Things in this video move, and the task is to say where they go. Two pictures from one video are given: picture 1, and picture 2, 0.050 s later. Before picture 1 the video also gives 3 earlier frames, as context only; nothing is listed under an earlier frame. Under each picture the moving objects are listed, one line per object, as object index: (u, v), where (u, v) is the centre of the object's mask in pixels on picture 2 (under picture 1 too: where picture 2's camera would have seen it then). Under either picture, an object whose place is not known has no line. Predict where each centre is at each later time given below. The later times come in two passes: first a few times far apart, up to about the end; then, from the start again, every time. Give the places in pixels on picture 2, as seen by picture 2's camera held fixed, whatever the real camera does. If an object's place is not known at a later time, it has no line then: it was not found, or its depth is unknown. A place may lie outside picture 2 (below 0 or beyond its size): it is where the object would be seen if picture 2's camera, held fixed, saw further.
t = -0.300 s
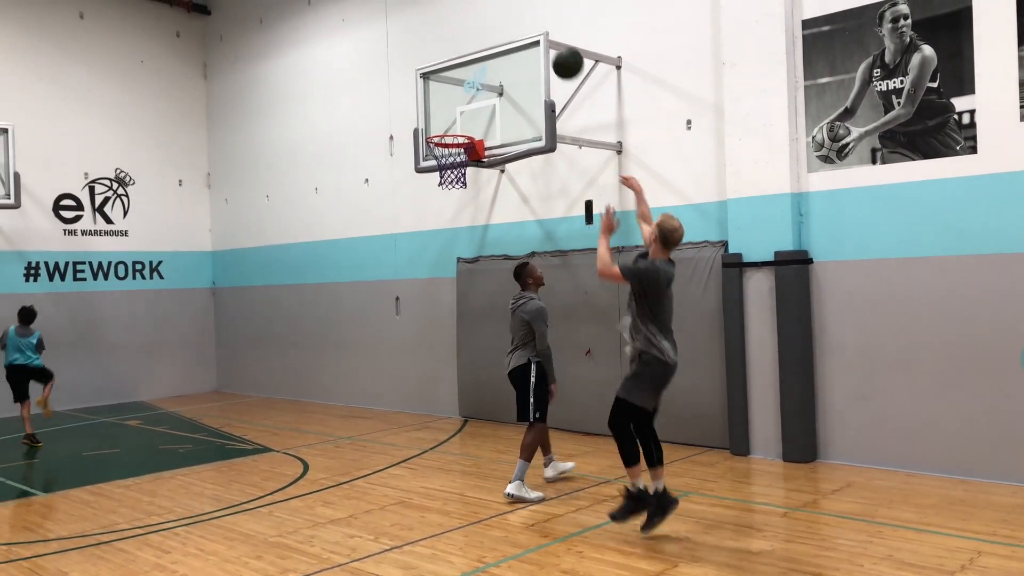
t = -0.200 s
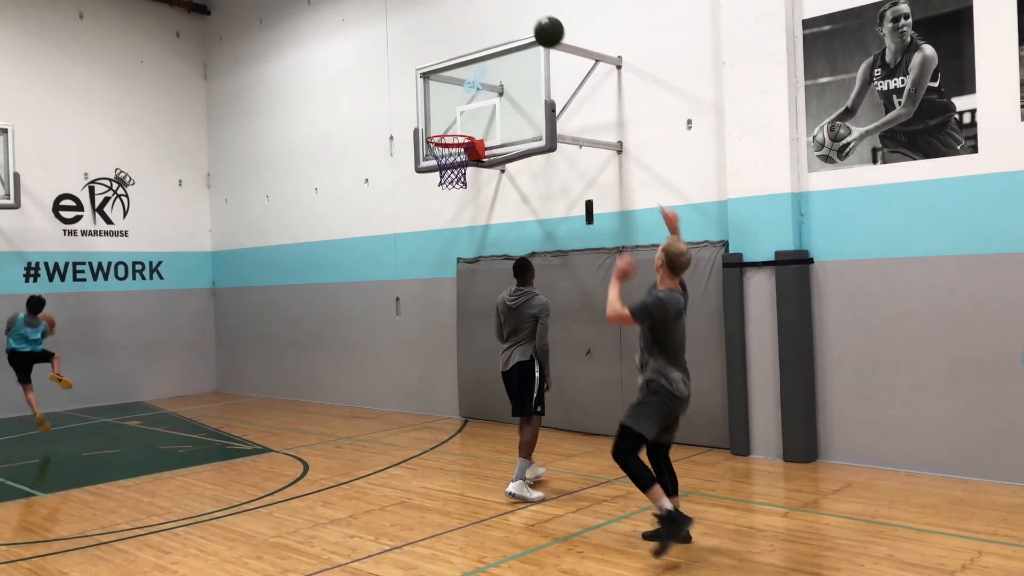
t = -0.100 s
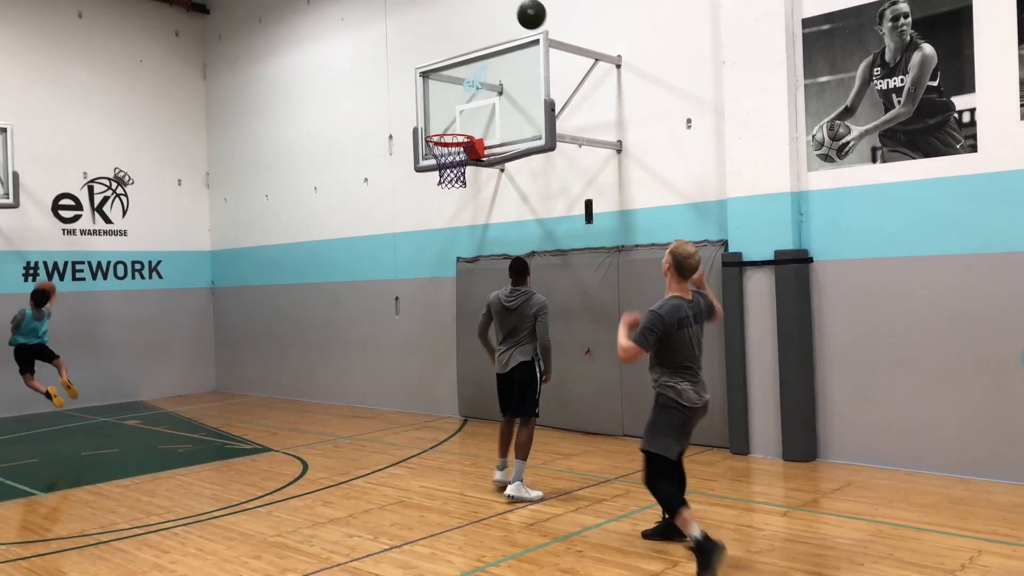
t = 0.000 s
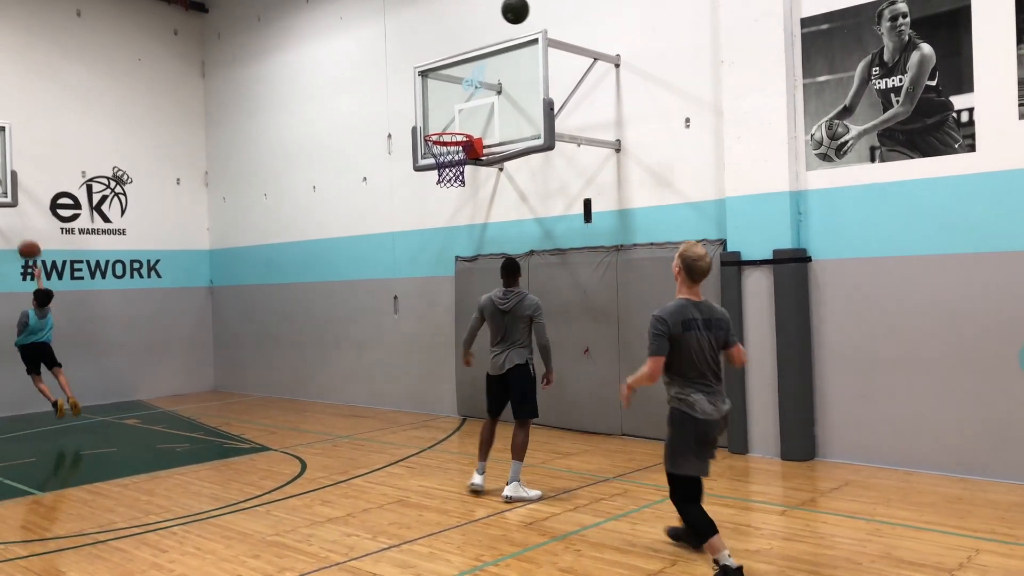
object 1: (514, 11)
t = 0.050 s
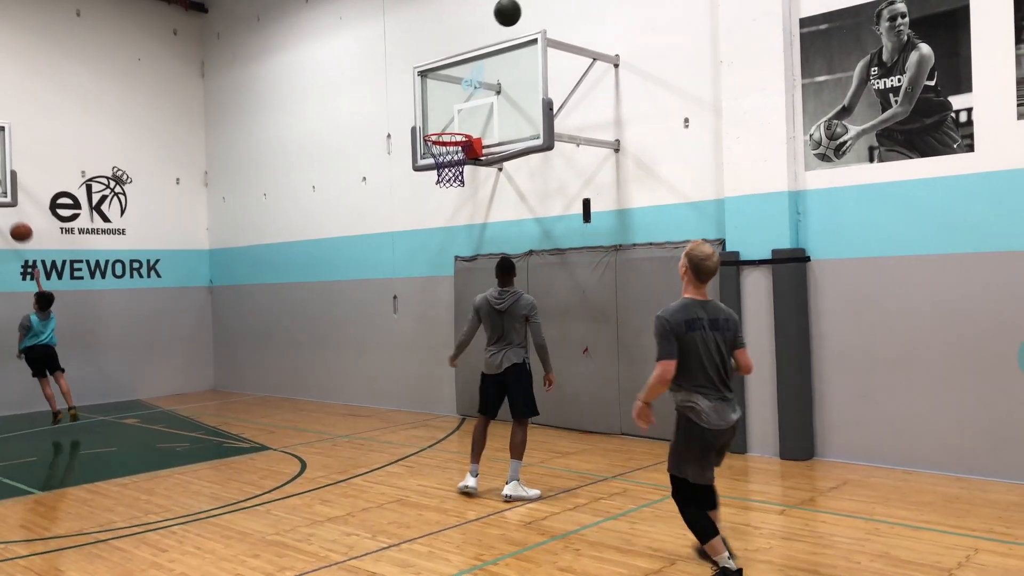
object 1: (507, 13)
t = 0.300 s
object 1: (477, 62)
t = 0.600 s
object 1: (450, 110)
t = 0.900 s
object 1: (422, 119)
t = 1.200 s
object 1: (398, 214)
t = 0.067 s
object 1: (505, 14)
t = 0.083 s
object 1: (503, 15)
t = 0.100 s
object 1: (501, 17)
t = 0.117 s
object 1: (498, 19)
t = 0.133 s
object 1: (496, 22)
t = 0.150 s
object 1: (494, 24)
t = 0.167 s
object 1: (492, 28)
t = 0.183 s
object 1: (490, 31)
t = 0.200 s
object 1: (488, 34)
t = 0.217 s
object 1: (486, 38)
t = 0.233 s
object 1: (484, 43)
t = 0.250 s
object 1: (482, 47)
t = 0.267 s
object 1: (481, 51)
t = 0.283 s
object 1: (479, 56)
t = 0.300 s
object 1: (477, 62)
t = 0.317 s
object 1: (475, 67)
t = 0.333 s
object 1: (473, 73)
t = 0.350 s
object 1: (472, 78)
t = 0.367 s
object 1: (470, 84)
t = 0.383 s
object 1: (468, 90)
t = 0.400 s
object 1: (467, 96)
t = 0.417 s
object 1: (465, 103)
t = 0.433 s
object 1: (463, 110)
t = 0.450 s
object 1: (462, 117)
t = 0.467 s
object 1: (461, 123)
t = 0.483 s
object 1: (459, 129)
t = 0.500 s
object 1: (459, 125)
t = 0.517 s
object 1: (458, 122)
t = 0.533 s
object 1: (456, 120)
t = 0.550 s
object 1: (454, 117)
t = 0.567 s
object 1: (453, 114)
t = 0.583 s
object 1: (451, 112)
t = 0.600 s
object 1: (450, 110)
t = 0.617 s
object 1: (448, 108)
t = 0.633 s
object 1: (446, 107)
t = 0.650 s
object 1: (445, 106)
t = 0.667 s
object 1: (443, 105)
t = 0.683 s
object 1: (442, 104)
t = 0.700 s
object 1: (440, 103)
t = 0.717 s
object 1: (438, 103)
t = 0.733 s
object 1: (437, 103)
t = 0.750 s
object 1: (435, 104)
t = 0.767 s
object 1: (434, 104)
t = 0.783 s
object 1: (432, 105)
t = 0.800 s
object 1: (431, 107)
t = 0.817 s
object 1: (429, 108)
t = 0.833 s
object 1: (428, 110)
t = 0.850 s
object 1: (426, 112)
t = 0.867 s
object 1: (425, 114)
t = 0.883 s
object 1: (423, 116)
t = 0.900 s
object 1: (422, 119)
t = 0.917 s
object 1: (420, 122)
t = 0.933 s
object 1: (419, 125)
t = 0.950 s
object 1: (417, 129)
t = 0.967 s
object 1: (415, 133)
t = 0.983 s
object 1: (414, 137)
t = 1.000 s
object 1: (413, 141)
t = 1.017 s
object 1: (412, 147)
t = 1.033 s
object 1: (410, 151)
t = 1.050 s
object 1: (409, 156)
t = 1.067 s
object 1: (408, 162)
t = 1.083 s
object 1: (406, 168)
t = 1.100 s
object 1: (405, 174)
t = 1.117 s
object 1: (404, 180)
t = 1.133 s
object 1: (403, 186)
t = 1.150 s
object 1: (402, 193)
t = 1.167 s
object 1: (401, 200)
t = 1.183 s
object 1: (399, 208)
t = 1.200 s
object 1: (398, 214)
